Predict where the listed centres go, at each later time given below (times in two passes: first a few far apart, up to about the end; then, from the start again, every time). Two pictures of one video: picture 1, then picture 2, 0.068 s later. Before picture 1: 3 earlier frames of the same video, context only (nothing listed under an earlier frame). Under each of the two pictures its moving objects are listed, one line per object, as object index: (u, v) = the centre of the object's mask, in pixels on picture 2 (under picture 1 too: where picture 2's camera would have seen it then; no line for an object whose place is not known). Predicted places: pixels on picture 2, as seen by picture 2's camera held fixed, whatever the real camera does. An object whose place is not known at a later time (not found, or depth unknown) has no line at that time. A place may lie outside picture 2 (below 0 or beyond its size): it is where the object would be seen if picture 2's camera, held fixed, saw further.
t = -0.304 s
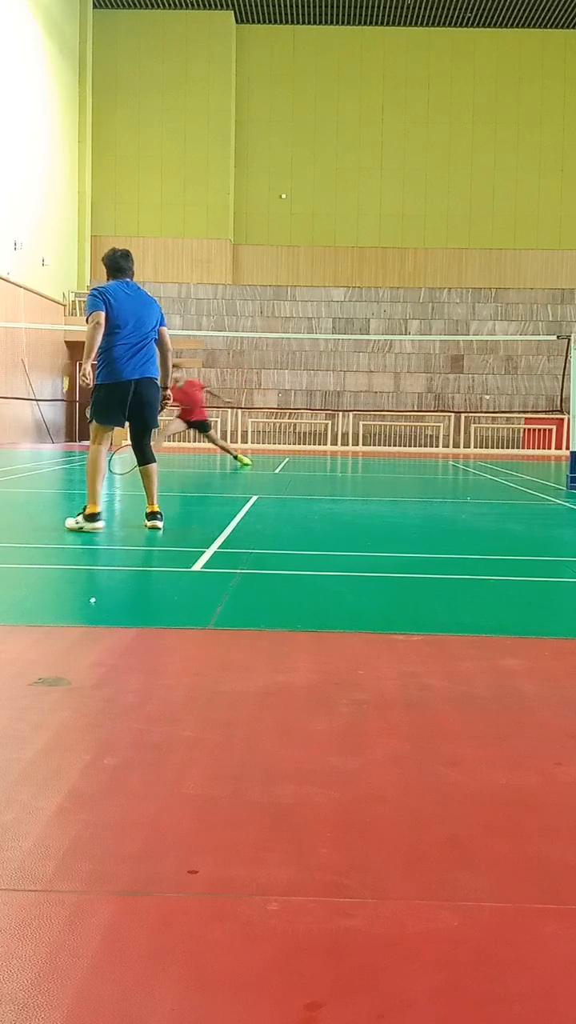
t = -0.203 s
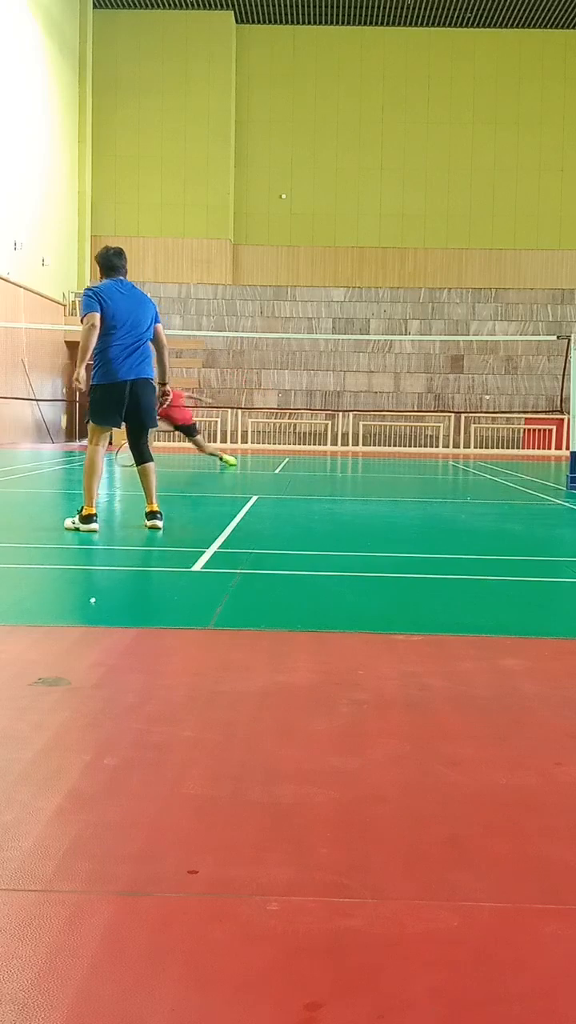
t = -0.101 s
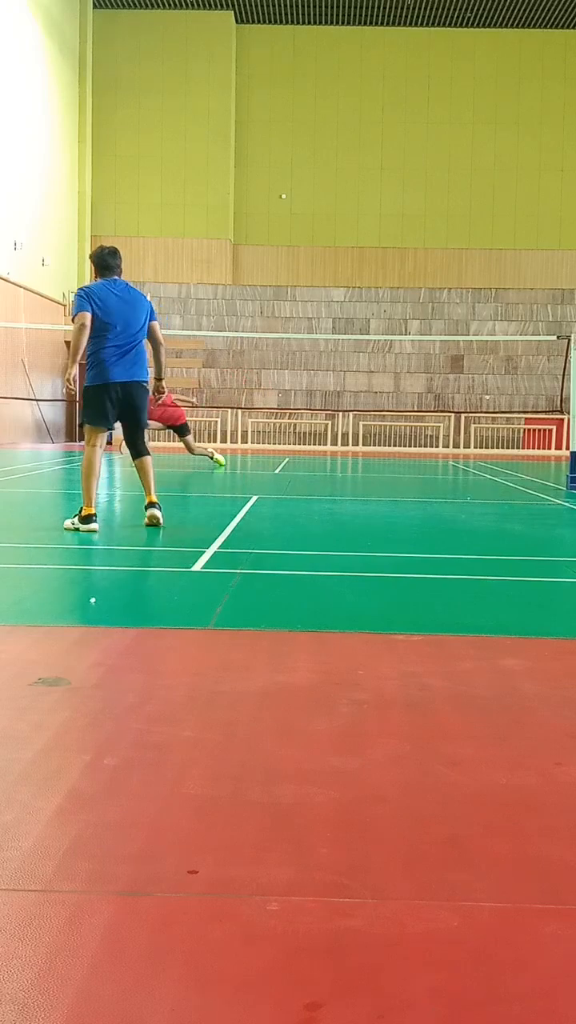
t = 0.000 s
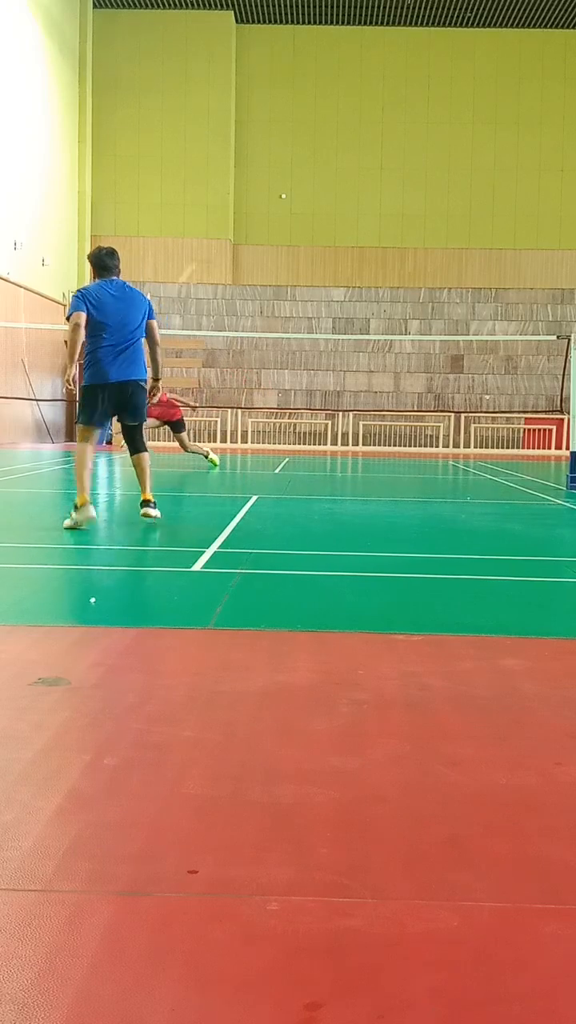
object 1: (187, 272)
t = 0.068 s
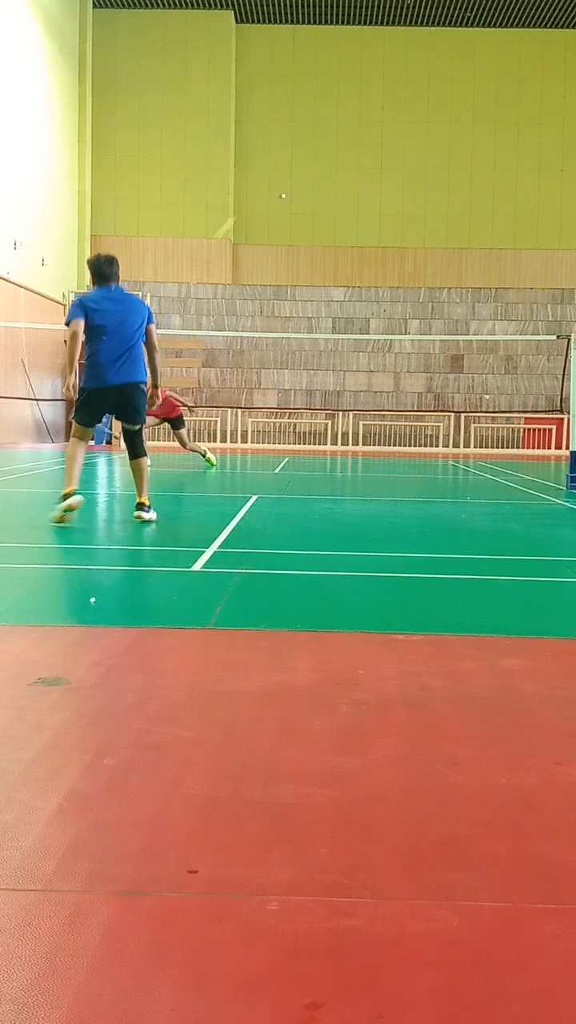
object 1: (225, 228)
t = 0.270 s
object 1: (330, 132)
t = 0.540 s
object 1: (453, 91)
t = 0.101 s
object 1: (243, 207)
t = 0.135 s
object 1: (261, 189)
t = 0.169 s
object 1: (279, 172)
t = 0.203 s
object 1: (296, 157)
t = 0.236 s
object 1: (313, 144)
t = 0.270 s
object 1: (330, 132)
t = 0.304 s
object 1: (345, 122)
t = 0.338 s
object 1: (361, 113)
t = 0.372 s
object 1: (378, 105)
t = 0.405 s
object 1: (393, 99)
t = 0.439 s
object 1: (408, 95)
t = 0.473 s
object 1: (423, 92)
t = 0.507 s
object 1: (439, 91)
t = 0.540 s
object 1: (453, 91)
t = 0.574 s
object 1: (468, 93)
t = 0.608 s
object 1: (482, 97)
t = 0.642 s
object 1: (497, 102)
